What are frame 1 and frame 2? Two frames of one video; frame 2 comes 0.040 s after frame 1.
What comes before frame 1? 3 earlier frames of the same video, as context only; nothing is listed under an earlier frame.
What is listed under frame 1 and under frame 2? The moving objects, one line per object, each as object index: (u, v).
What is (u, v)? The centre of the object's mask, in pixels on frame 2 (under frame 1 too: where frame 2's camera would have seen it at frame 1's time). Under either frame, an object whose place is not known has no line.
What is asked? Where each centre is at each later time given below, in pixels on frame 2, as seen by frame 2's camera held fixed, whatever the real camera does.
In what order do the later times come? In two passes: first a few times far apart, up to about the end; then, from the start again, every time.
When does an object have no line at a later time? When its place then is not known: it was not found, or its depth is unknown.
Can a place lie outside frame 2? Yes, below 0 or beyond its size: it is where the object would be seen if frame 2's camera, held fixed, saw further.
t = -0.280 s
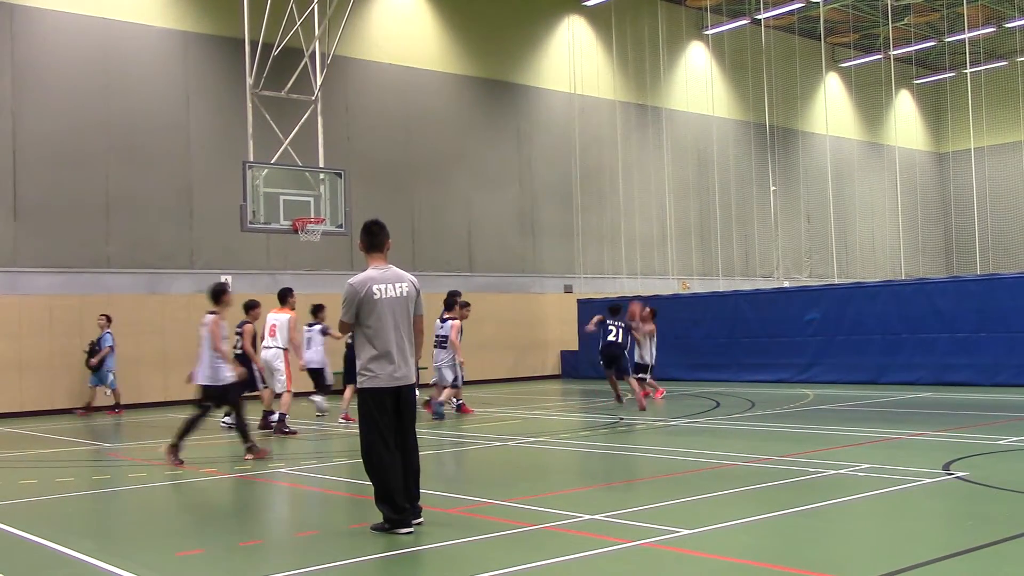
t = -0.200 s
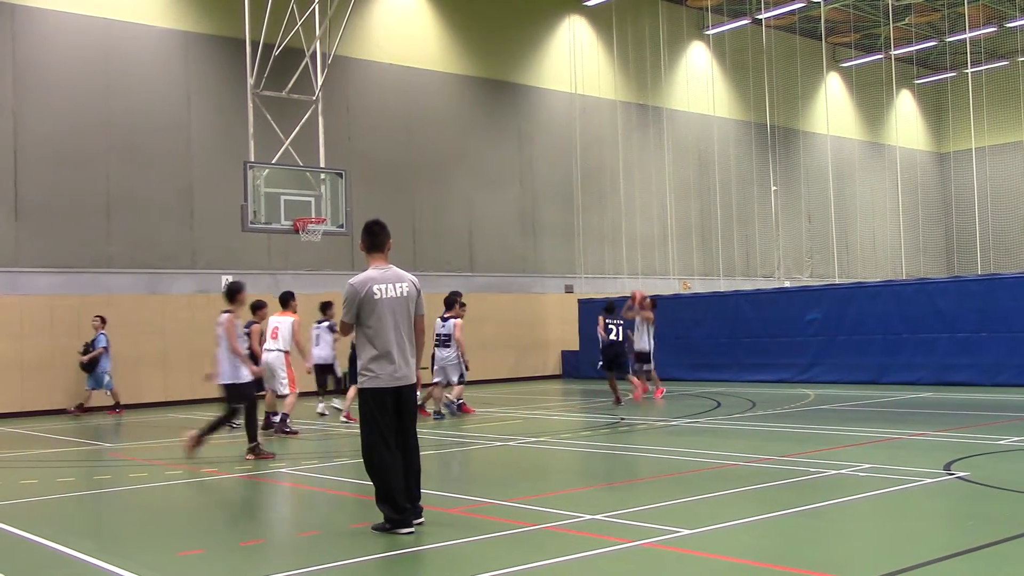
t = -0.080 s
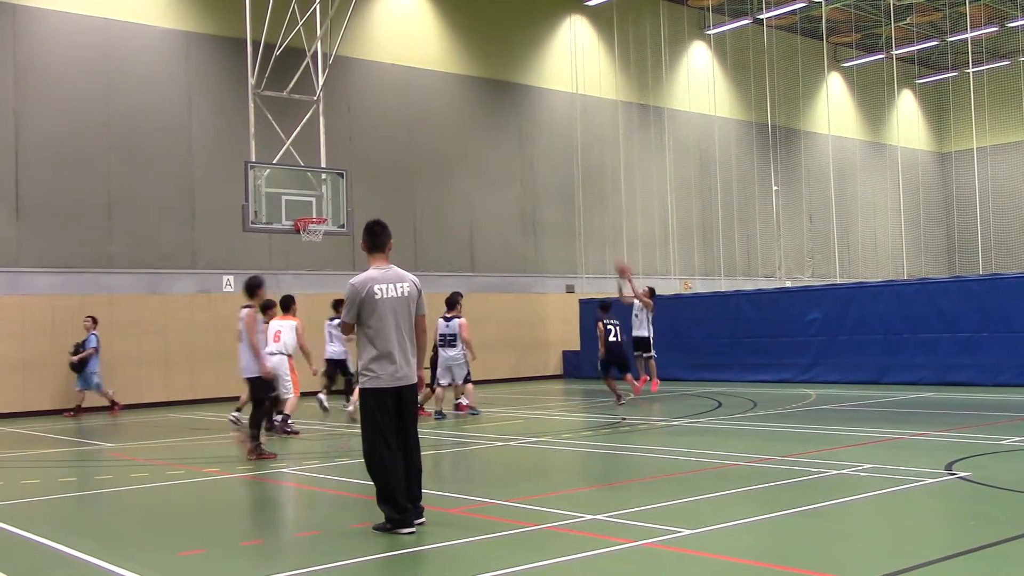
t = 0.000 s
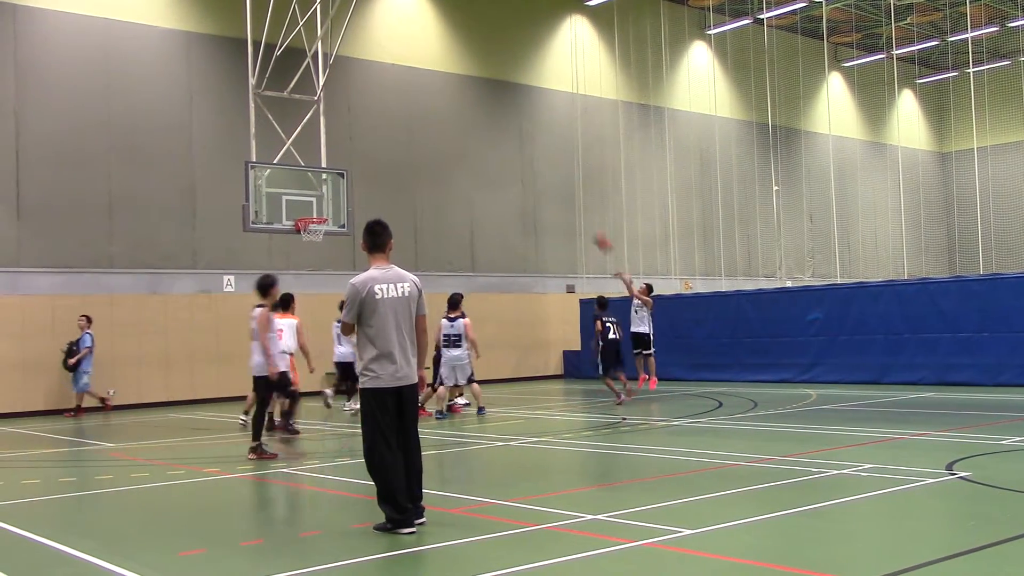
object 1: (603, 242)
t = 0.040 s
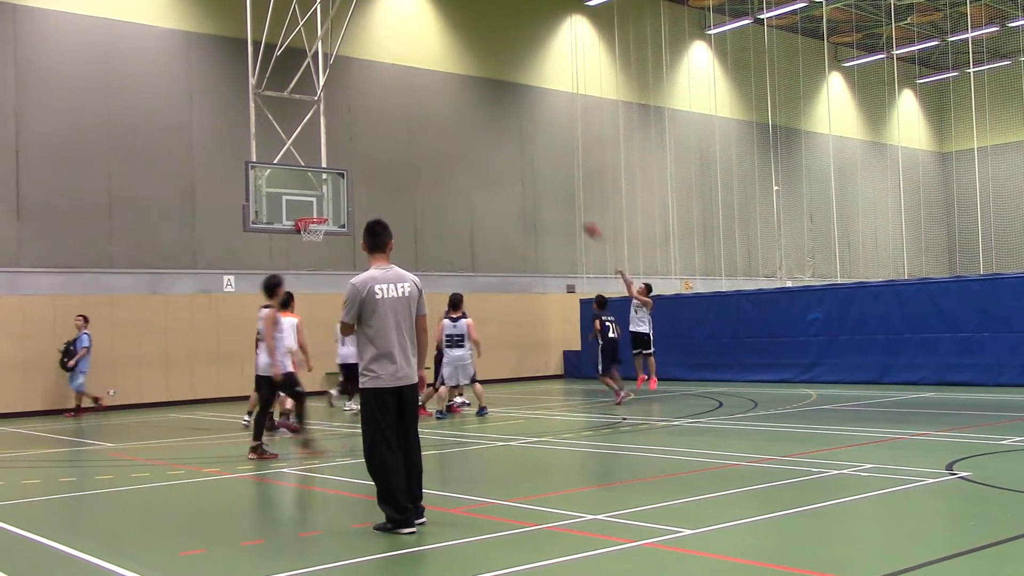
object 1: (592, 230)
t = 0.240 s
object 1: (536, 180)
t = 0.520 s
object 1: (462, 150)
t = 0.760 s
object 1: (400, 162)
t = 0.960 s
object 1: (352, 197)
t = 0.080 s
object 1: (580, 218)
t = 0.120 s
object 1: (569, 206)
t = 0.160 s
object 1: (559, 197)
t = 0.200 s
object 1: (547, 188)
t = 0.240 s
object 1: (536, 180)
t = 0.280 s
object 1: (526, 173)
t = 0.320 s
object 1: (516, 167)
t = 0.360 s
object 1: (504, 162)
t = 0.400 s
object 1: (493, 157)
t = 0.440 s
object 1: (483, 154)
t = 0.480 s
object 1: (473, 151)
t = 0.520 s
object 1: (462, 150)
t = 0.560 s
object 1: (452, 150)
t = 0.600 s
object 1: (442, 150)
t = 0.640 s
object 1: (431, 152)
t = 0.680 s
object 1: (421, 154)
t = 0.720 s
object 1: (411, 158)
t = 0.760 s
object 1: (400, 162)
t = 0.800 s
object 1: (390, 167)
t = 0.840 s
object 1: (380, 173)
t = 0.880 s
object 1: (370, 180)
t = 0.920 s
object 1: (360, 189)
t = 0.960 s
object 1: (352, 197)
